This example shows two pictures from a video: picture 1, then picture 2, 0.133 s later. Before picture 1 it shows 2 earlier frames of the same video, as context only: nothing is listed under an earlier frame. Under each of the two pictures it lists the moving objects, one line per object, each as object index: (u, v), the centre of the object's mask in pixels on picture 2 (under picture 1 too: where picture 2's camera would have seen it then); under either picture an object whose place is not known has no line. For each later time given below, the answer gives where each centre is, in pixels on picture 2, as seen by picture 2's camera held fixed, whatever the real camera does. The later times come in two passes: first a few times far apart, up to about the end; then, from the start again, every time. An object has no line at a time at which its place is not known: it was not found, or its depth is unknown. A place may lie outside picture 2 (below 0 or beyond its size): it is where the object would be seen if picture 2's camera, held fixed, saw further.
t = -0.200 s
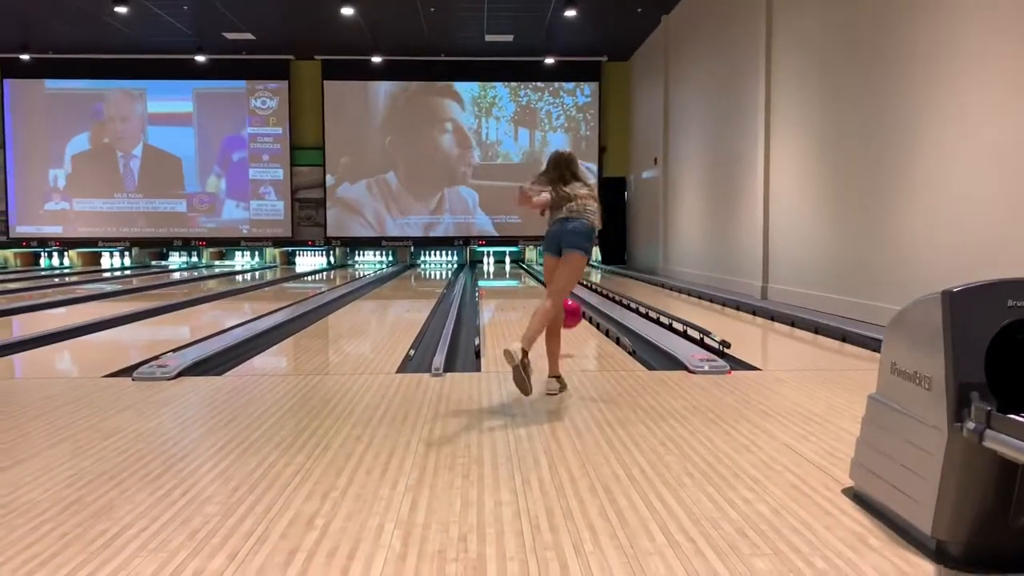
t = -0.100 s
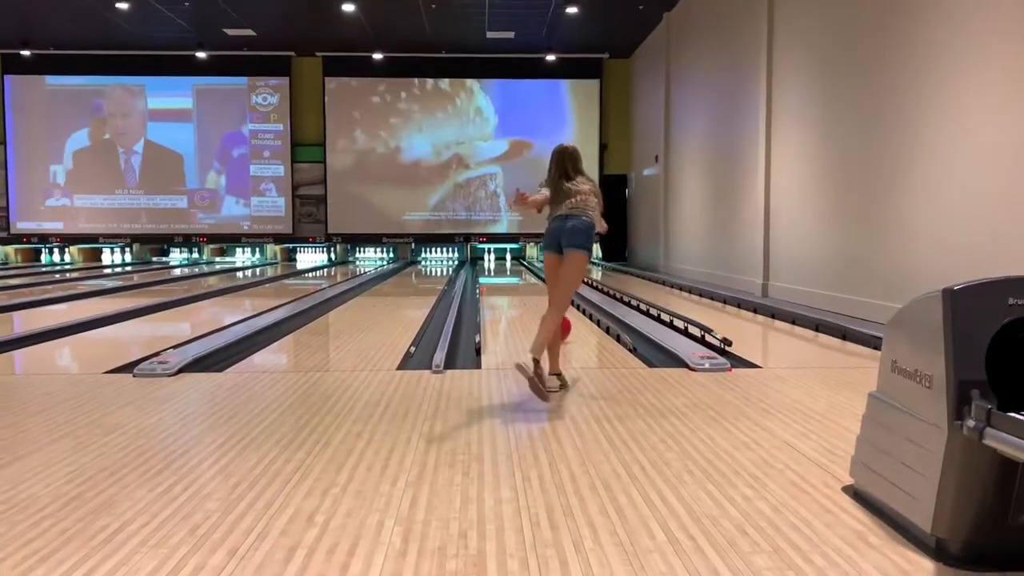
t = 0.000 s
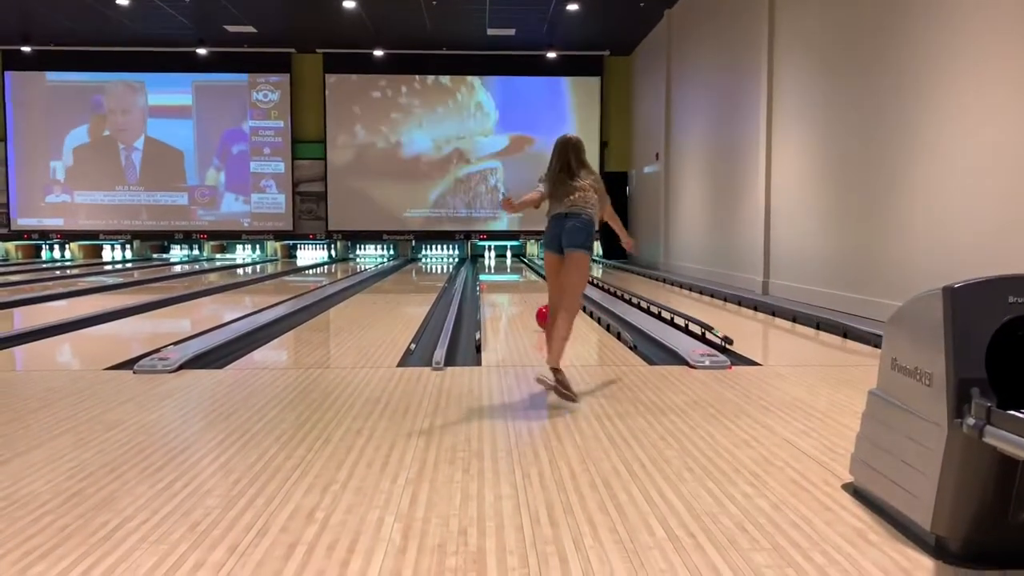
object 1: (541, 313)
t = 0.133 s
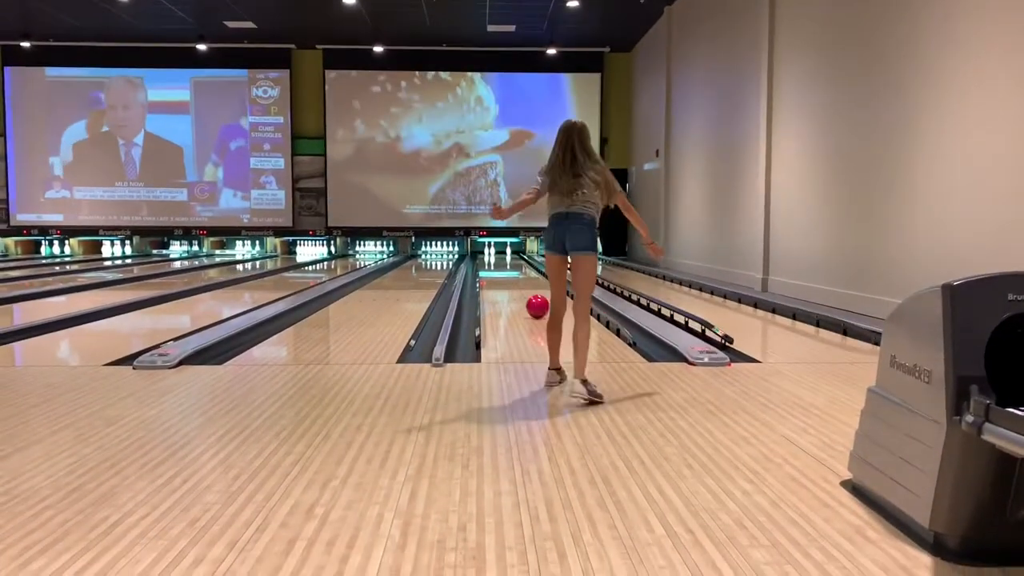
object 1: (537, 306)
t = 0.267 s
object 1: (529, 299)
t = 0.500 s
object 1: (517, 290)
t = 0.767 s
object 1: (507, 282)
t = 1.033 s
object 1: (499, 275)
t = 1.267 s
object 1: (494, 271)
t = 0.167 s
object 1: (535, 305)
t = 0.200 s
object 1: (533, 303)
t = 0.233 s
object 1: (531, 301)
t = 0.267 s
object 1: (529, 299)
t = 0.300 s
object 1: (527, 298)
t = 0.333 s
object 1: (525, 297)
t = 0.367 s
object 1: (523, 295)
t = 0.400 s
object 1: (522, 294)
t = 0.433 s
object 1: (520, 292)
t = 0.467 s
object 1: (518, 291)
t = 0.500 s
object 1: (517, 290)
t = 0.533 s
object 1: (516, 289)
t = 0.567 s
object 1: (514, 288)
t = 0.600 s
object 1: (513, 286)
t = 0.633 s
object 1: (512, 285)
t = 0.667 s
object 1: (510, 285)
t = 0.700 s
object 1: (509, 283)
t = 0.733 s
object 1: (508, 282)
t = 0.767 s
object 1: (507, 282)
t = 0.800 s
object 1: (506, 281)
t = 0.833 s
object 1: (505, 280)
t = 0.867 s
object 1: (504, 279)
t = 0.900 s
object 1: (503, 278)
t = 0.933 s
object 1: (502, 277)
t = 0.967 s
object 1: (501, 277)
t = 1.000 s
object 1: (500, 276)
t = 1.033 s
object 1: (499, 275)
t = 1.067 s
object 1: (498, 274)
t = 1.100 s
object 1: (497, 274)
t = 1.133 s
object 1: (496, 273)
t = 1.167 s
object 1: (495, 272)
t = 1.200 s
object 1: (495, 272)
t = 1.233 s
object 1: (494, 271)
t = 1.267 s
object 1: (494, 271)
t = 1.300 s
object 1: (493, 270)
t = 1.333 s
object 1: (492, 269)
